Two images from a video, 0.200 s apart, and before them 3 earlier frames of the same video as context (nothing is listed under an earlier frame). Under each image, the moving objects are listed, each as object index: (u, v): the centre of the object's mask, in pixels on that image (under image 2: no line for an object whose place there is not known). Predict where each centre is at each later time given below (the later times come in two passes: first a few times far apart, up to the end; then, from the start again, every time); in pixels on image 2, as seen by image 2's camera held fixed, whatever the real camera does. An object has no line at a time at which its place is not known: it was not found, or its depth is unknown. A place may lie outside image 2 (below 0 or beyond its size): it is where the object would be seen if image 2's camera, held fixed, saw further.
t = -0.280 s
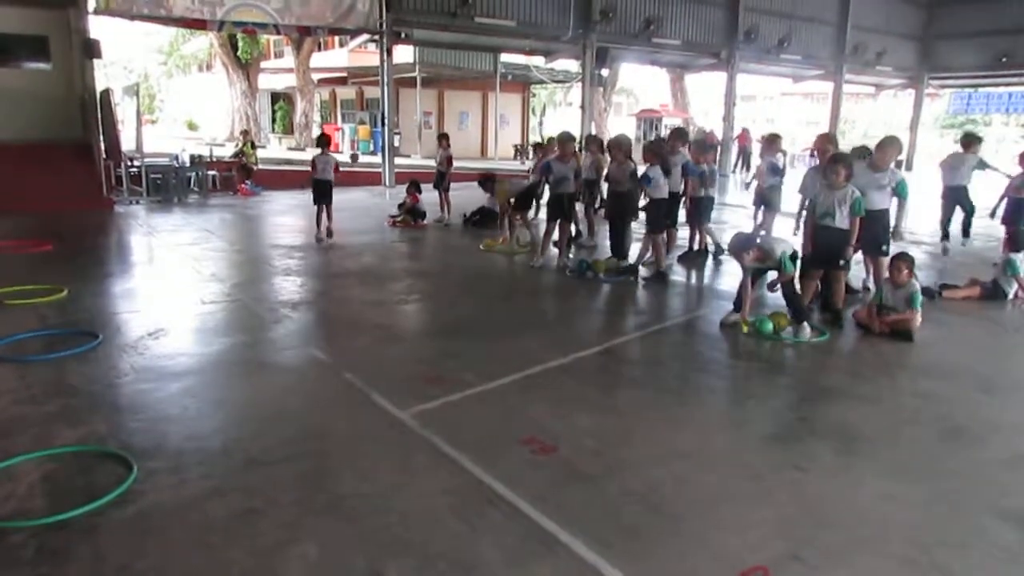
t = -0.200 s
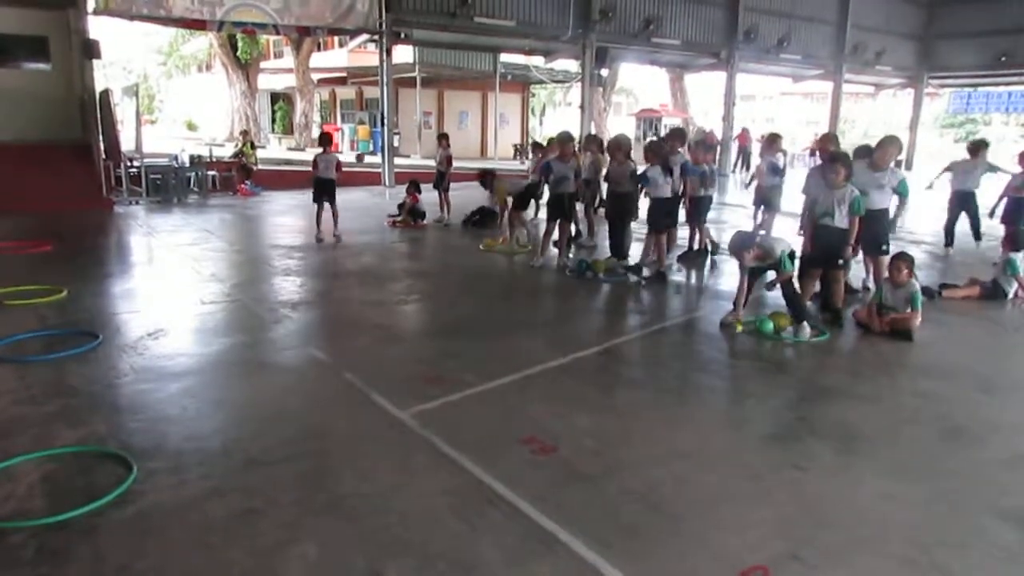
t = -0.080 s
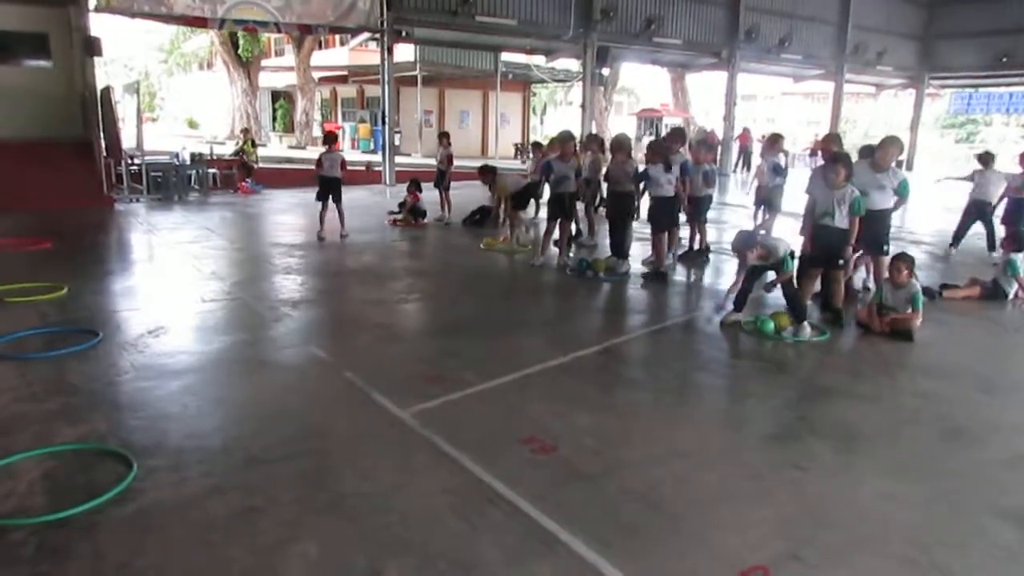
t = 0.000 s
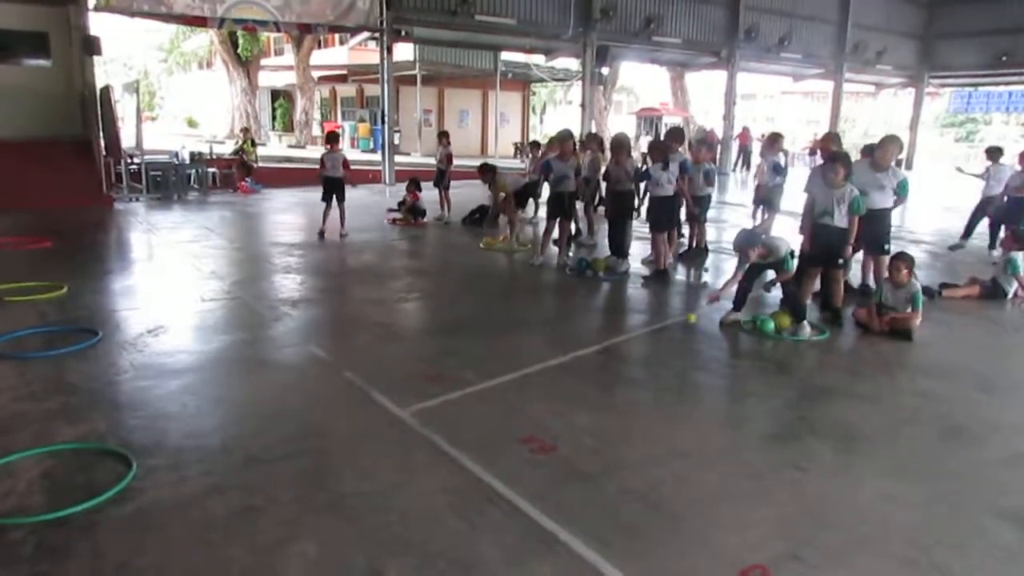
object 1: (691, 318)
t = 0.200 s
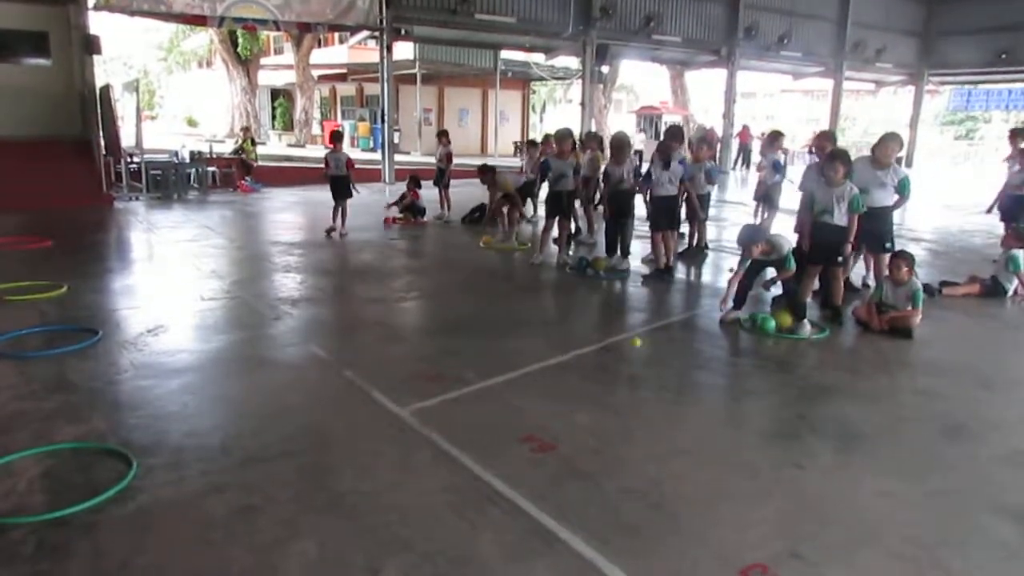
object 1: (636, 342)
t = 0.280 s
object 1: (621, 337)
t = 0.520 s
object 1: (570, 353)
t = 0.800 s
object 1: (505, 368)
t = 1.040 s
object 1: (443, 385)
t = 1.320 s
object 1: (368, 399)
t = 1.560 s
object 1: (298, 412)
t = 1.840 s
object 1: (212, 429)
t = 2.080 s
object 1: (132, 444)
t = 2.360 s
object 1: (85, 445)
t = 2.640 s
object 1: (30, 453)
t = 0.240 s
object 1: (630, 338)
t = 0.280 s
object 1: (621, 337)
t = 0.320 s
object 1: (614, 338)
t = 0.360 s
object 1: (607, 341)
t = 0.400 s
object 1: (596, 348)
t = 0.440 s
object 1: (589, 355)
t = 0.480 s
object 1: (580, 356)
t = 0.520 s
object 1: (570, 353)
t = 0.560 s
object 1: (563, 353)
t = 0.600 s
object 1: (555, 356)
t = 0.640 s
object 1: (543, 362)
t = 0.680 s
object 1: (533, 368)
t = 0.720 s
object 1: (524, 365)
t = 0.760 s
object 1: (516, 365)
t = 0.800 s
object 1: (505, 368)
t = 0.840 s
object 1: (495, 374)
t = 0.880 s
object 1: (484, 377)
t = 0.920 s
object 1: (475, 377)
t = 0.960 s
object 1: (466, 377)
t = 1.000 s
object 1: (454, 382)
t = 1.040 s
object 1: (443, 385)
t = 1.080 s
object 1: (434, 385)
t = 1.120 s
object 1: (423, 387)
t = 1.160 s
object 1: (412, 392)
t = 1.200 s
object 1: (402, 393)
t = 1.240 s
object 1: (390, 395)
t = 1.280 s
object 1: (378, 397)
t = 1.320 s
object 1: (368, 399)
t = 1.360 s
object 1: (357, 401)
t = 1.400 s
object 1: (345, 403)
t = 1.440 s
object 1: (333, 406)
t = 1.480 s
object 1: (321, 408)
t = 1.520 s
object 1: (310, 411)
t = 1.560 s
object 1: (298, 412)
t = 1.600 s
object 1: (286, 415)
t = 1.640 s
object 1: (274, 417)
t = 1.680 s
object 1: (262, 420)
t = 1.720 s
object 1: (250, 422)
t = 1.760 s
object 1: (237, 425)
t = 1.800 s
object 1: (225, 427)
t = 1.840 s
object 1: (212, 429)
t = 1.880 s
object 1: (199, 432)
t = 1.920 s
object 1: (185, 434)
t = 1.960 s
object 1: (173, 436)
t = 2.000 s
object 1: (159, 439)
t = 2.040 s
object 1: (145, 441)
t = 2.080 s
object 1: (132, 444)
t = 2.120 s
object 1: (124, 439)
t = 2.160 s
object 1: (118, 435)
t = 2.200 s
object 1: (112, 435)
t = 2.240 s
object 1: (107, 437)
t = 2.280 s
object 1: (101, 440)
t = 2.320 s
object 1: (93, 442)
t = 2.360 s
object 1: (85, 445)
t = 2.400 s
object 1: (77, 444)
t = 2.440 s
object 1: (69, 447)
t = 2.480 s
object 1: (61, 447)
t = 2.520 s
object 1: (53, 449)
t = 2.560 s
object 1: (45, 450)
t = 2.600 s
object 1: (37, 451)
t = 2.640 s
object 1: (30, 453)
